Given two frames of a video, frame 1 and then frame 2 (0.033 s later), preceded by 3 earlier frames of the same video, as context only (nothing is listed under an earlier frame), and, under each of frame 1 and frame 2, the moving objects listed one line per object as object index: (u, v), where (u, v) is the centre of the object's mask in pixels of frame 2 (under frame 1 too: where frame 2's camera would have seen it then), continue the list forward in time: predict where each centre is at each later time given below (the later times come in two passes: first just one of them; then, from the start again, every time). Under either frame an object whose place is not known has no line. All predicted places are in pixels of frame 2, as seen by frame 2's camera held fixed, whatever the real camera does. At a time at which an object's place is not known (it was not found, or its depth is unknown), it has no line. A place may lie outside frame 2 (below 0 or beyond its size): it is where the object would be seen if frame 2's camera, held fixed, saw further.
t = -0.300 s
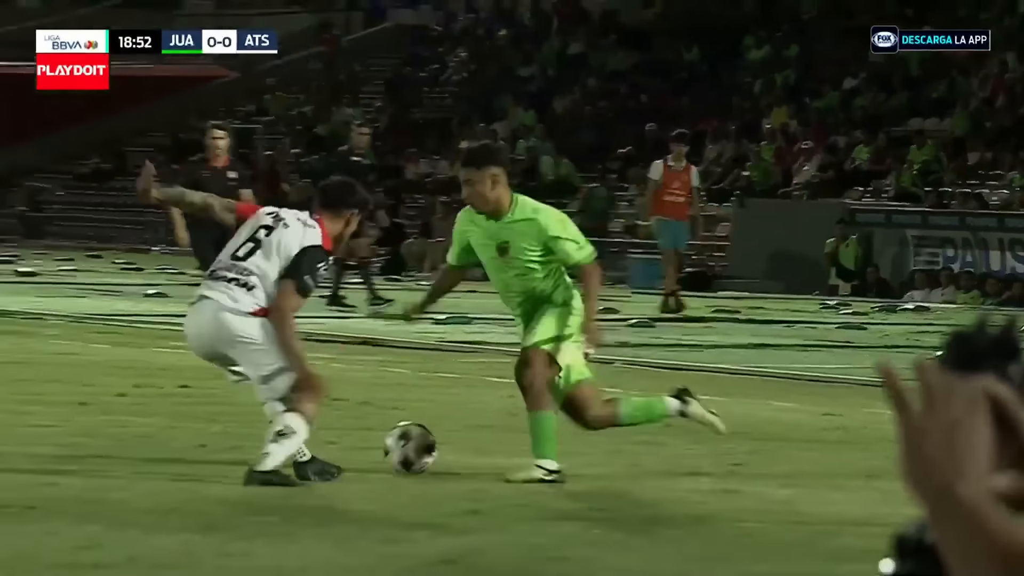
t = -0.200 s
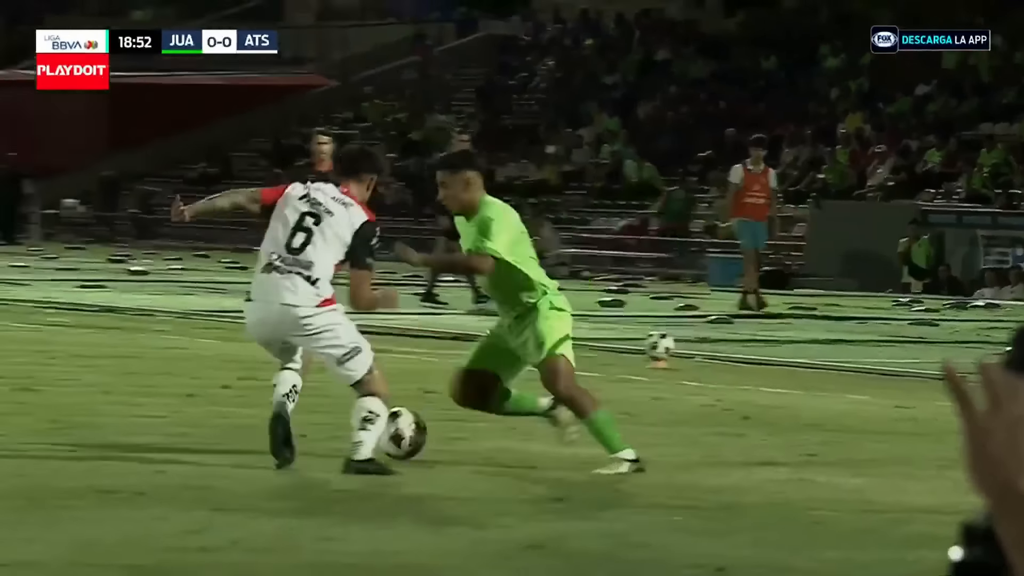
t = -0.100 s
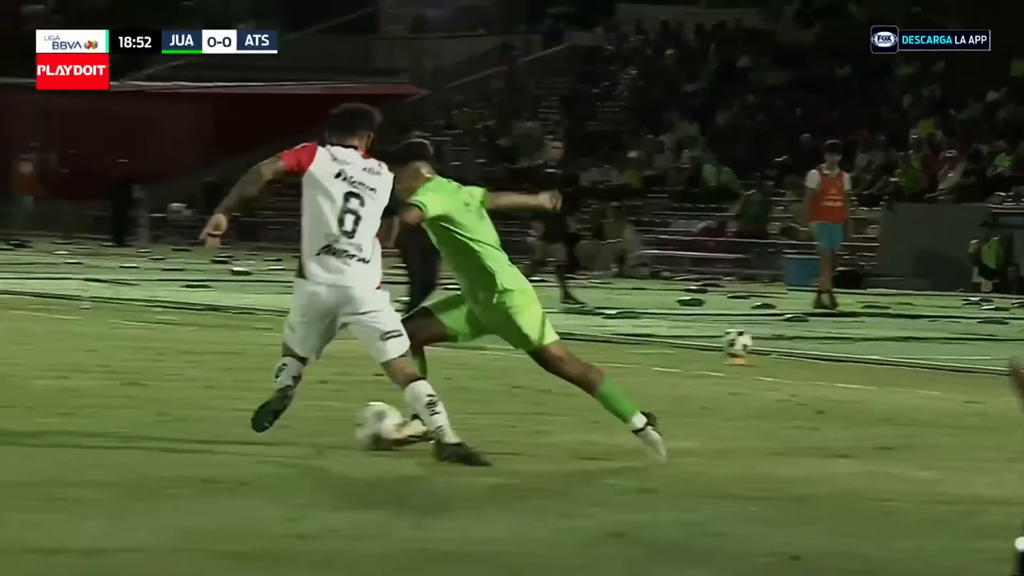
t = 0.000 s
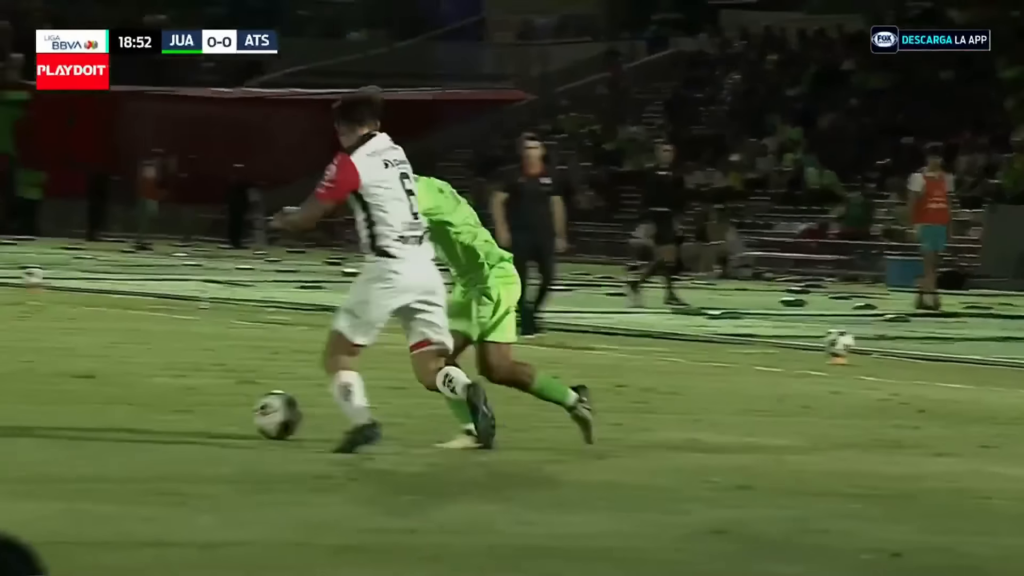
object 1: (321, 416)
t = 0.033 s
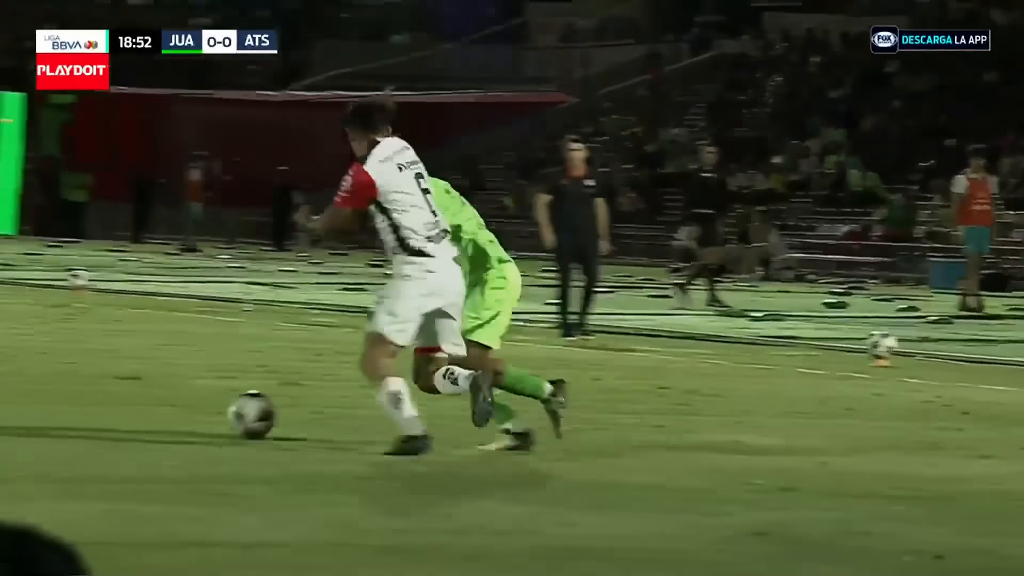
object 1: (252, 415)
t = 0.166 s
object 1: (-14, 404)
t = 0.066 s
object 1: (184, 416)
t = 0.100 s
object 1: (118, 411)
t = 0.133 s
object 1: (53, 406)
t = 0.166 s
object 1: (-14, 404)
